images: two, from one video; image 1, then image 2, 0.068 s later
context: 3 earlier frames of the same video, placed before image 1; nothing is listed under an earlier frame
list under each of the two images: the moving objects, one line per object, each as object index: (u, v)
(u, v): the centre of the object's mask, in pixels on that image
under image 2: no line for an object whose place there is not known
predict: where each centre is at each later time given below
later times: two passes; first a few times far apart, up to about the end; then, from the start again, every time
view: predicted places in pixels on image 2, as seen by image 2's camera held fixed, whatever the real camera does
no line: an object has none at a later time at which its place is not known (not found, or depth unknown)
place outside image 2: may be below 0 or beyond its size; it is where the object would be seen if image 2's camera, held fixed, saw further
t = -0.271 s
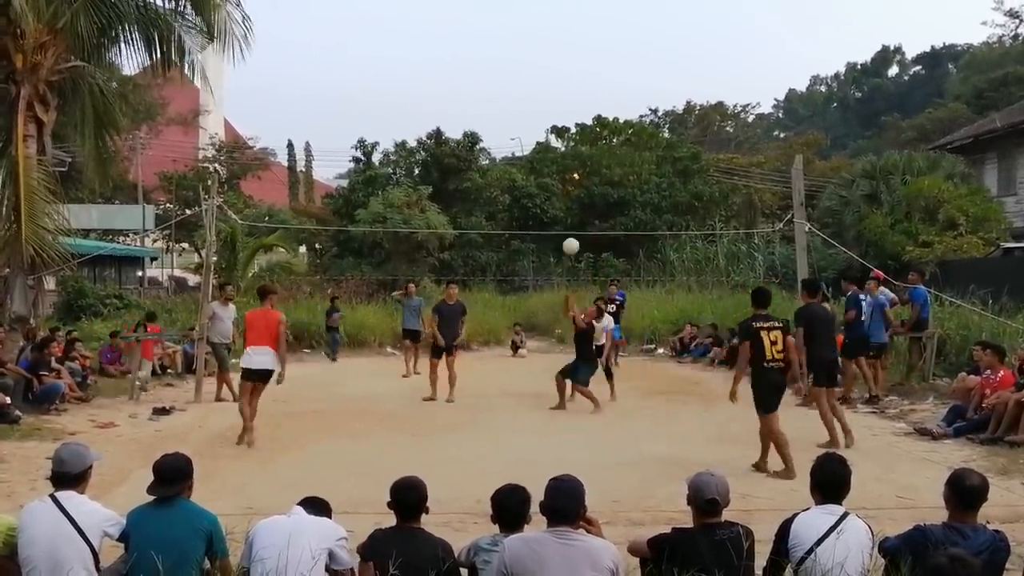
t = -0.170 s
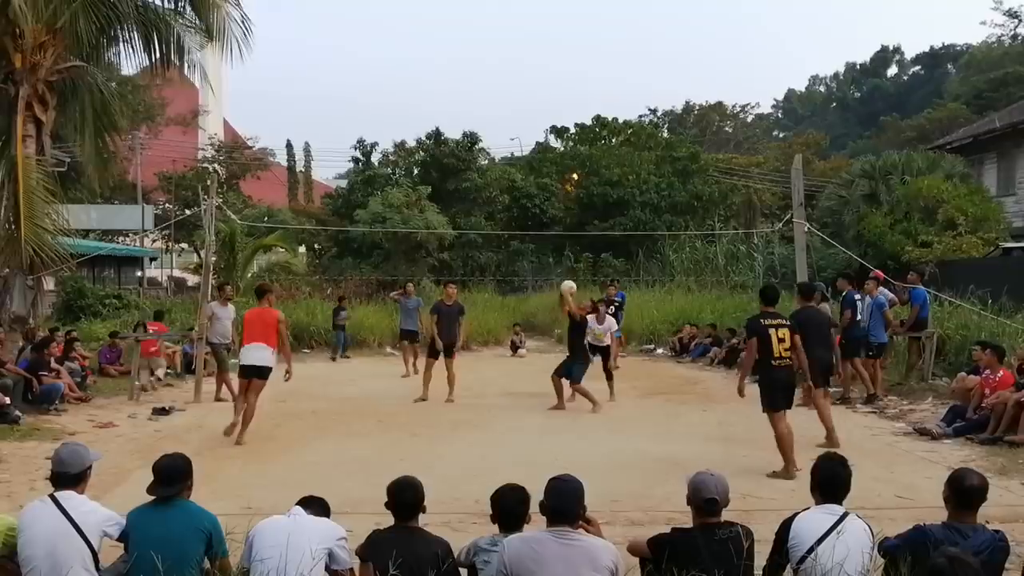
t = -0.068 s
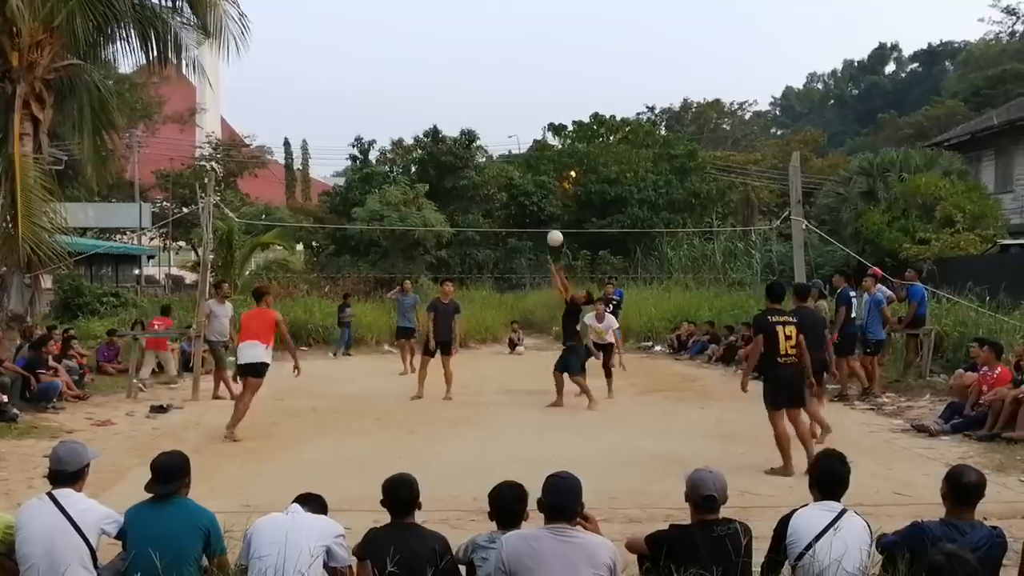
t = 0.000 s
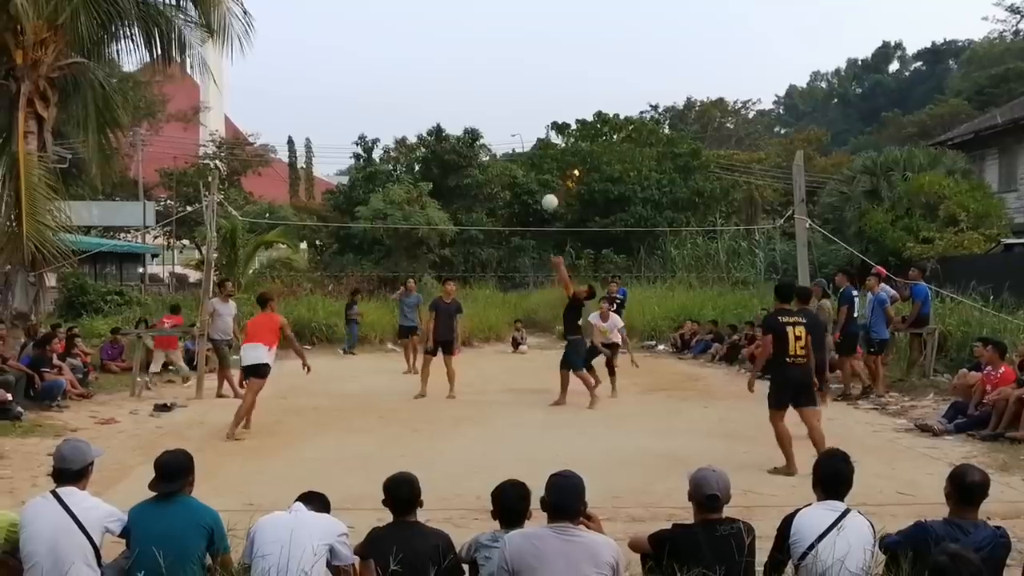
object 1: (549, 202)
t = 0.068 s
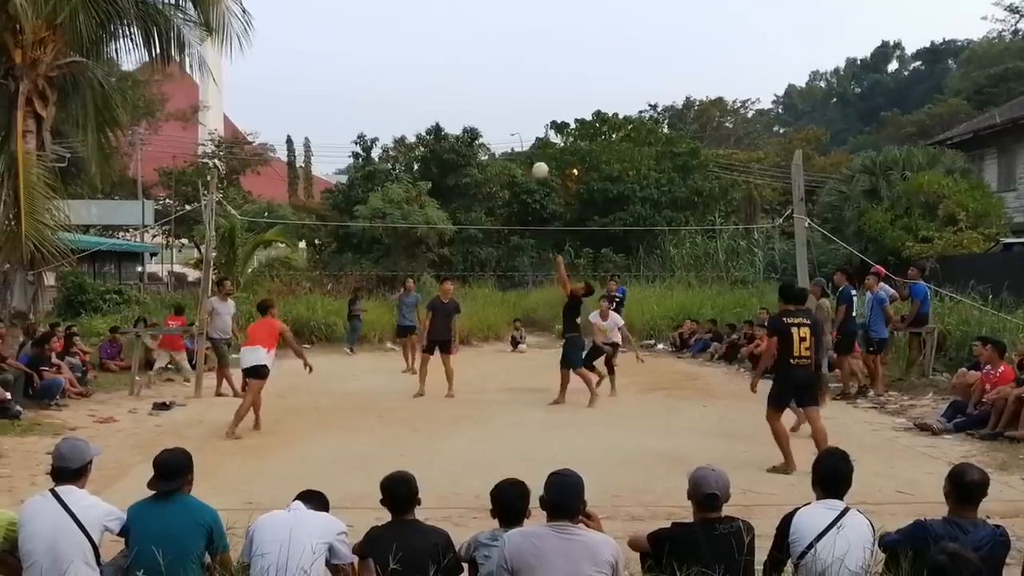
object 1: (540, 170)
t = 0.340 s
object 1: (507, 80)
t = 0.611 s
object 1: (475, 45)
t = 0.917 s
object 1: (440, 73)
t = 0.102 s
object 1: (535, 156)
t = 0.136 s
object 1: (531, 142)
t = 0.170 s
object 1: (527, 130)
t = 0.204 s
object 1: (523, 118)
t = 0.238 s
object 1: (519, 108)
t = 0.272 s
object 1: (515, 98)
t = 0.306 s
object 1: (511, 88)
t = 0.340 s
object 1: (507, 80)
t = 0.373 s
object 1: (503, 72)
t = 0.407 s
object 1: (499, 66)
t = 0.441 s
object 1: (495, 61)
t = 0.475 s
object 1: (491, 56)
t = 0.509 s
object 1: (487, 52)
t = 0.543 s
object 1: (483, 49)
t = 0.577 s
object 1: (479, 46)
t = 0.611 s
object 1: (475, 45)
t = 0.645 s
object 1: (470, 45)
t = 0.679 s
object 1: (468, 46)
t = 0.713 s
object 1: (464, 47)
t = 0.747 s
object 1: (459, 49)
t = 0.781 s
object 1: (456, 52)
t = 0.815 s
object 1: (453, 56)
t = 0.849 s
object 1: (449, 61)
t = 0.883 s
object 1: (444, 67)
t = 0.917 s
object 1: (440, 73)
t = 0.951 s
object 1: (437, 81)
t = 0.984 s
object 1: (433, 89)
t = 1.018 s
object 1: (429, 98)
